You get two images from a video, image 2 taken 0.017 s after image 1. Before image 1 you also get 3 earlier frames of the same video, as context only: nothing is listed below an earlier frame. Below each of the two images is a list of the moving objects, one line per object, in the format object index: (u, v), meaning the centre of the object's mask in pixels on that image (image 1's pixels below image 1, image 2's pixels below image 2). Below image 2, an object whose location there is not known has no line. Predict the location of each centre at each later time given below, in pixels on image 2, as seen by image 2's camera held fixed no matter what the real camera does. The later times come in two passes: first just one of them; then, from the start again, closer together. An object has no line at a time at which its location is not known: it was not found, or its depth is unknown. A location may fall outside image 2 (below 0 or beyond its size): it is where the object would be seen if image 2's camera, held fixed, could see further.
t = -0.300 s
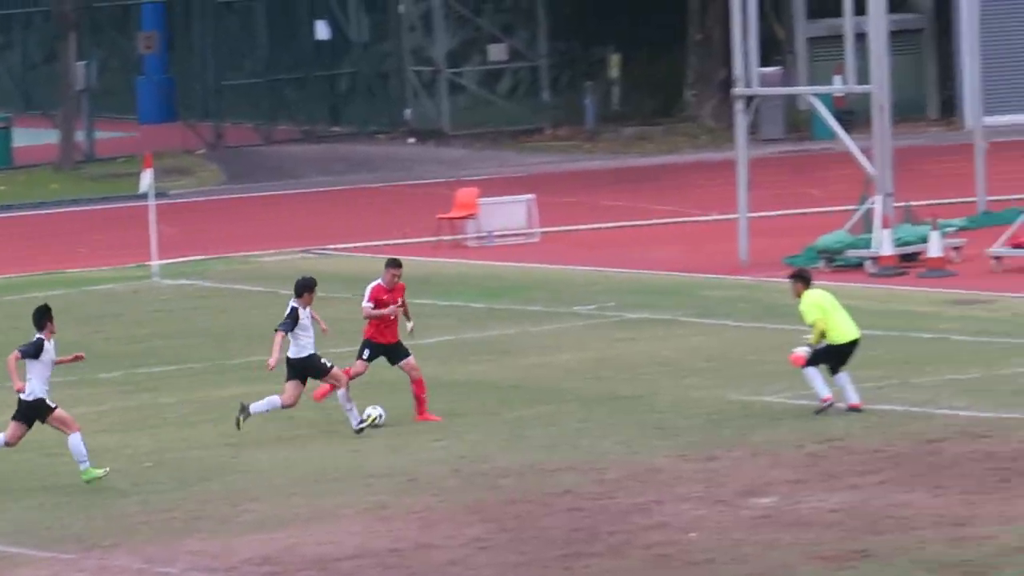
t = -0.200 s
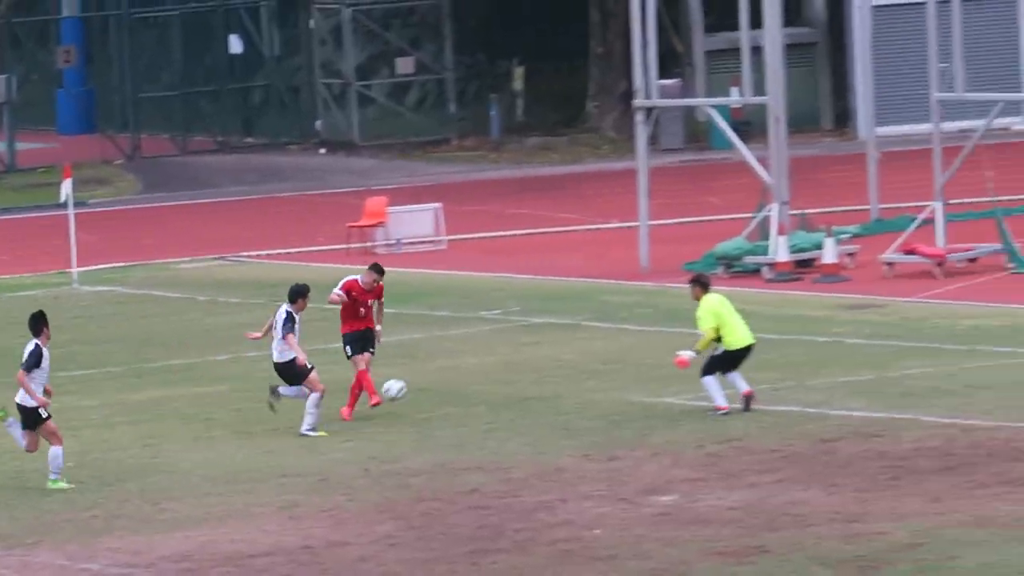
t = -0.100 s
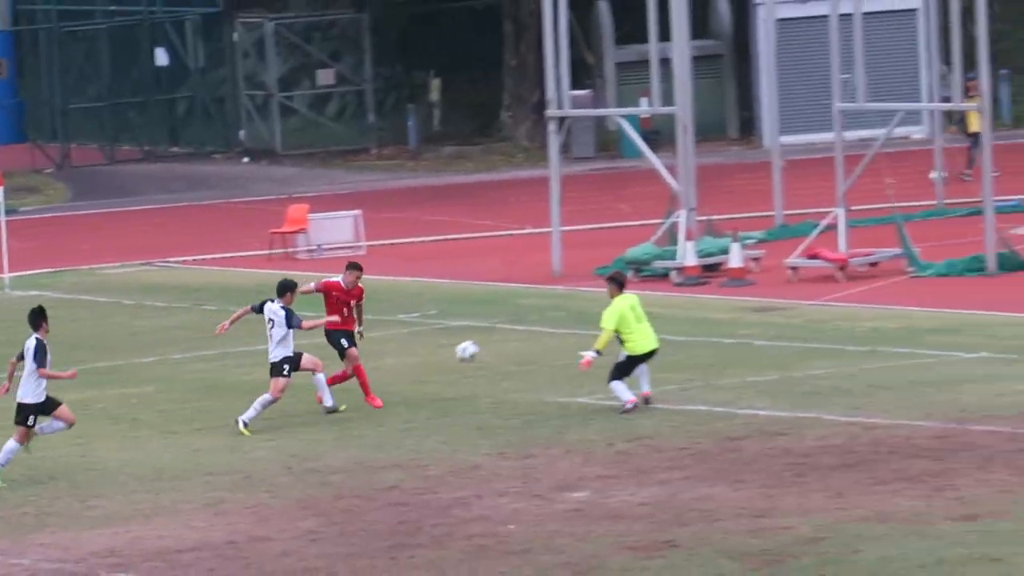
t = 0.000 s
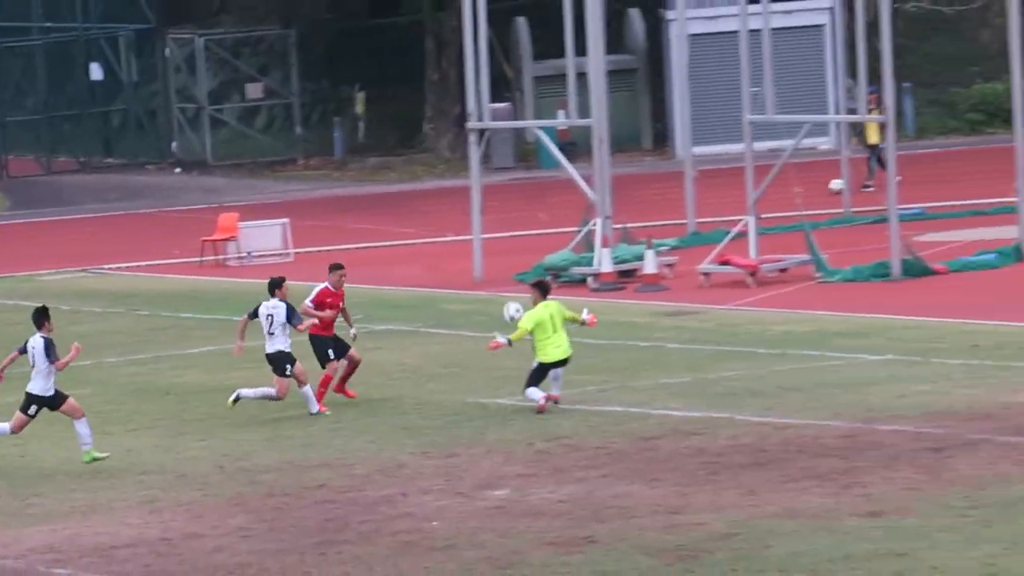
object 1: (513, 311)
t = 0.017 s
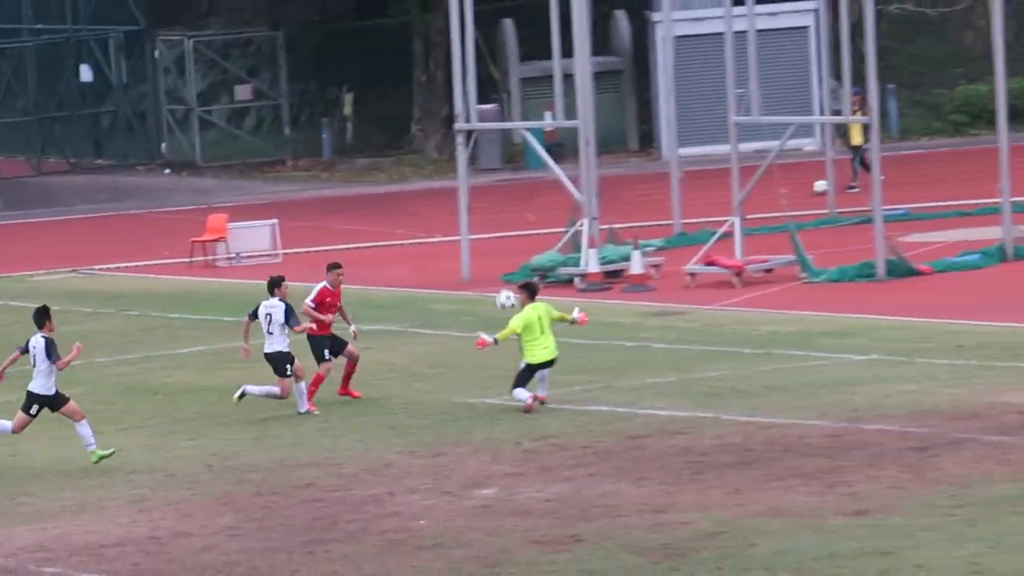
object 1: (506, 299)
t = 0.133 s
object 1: (543, 220)
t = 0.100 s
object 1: (532, 242)
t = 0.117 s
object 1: (537, 231)
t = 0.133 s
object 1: (543, 220)
